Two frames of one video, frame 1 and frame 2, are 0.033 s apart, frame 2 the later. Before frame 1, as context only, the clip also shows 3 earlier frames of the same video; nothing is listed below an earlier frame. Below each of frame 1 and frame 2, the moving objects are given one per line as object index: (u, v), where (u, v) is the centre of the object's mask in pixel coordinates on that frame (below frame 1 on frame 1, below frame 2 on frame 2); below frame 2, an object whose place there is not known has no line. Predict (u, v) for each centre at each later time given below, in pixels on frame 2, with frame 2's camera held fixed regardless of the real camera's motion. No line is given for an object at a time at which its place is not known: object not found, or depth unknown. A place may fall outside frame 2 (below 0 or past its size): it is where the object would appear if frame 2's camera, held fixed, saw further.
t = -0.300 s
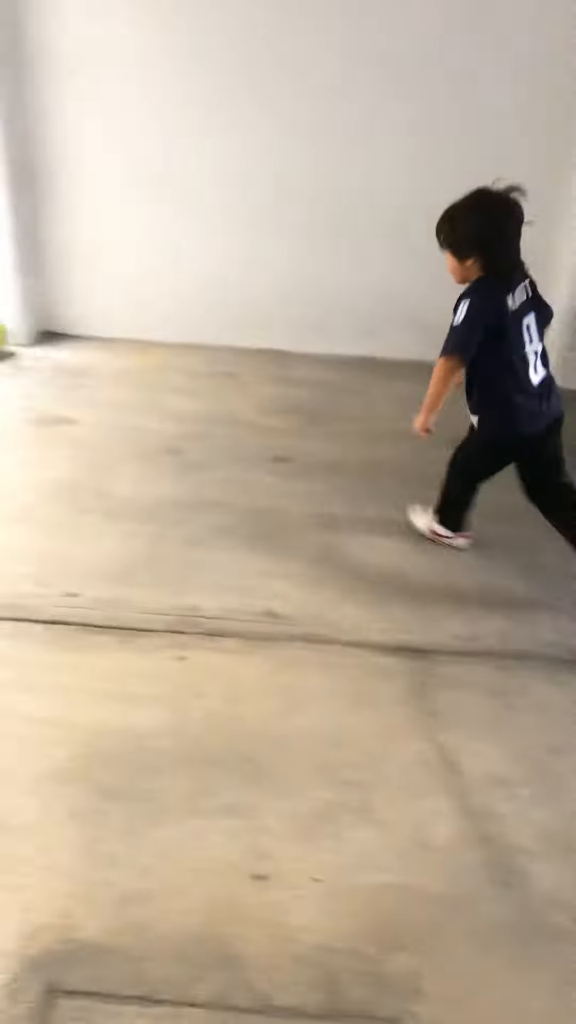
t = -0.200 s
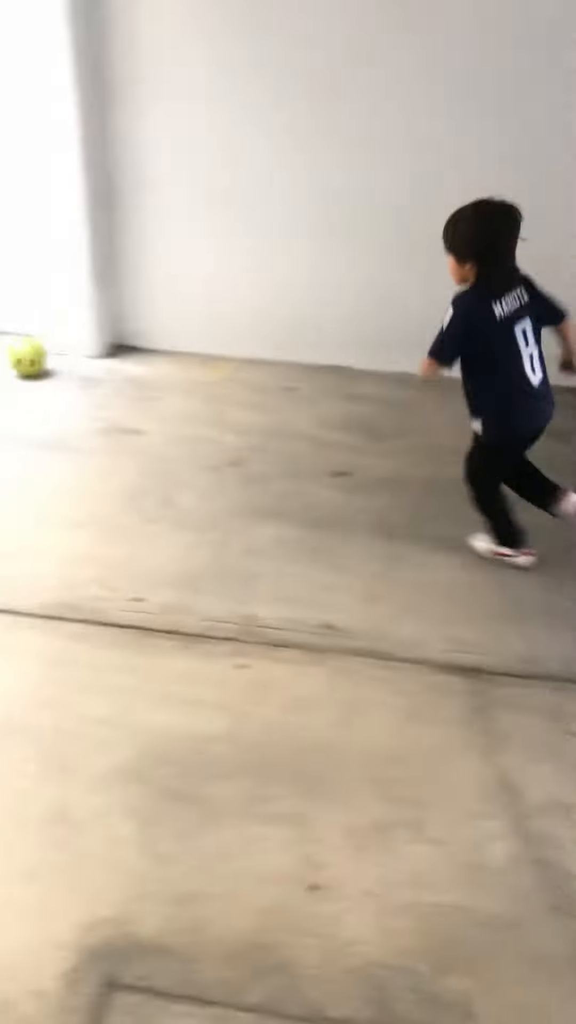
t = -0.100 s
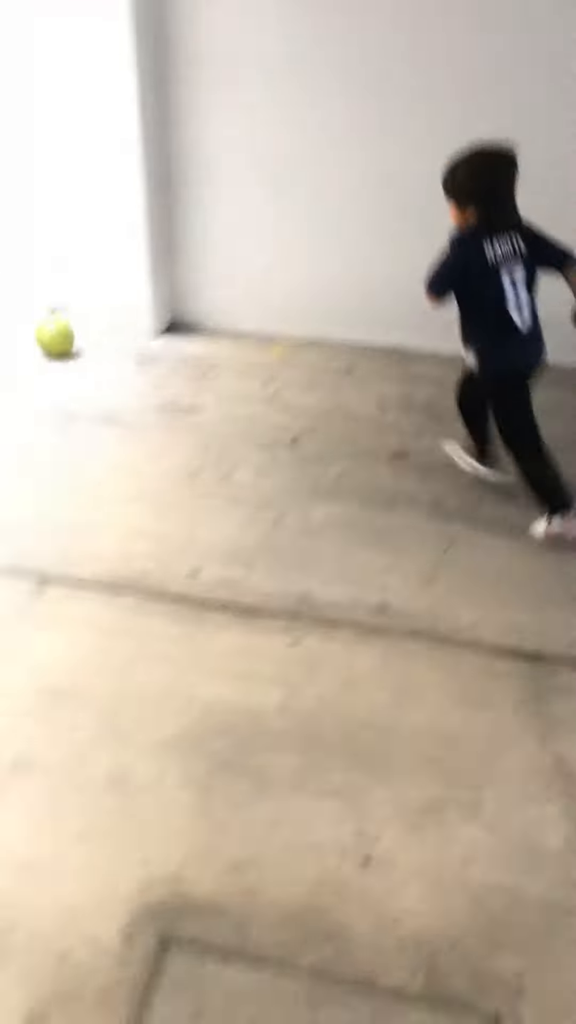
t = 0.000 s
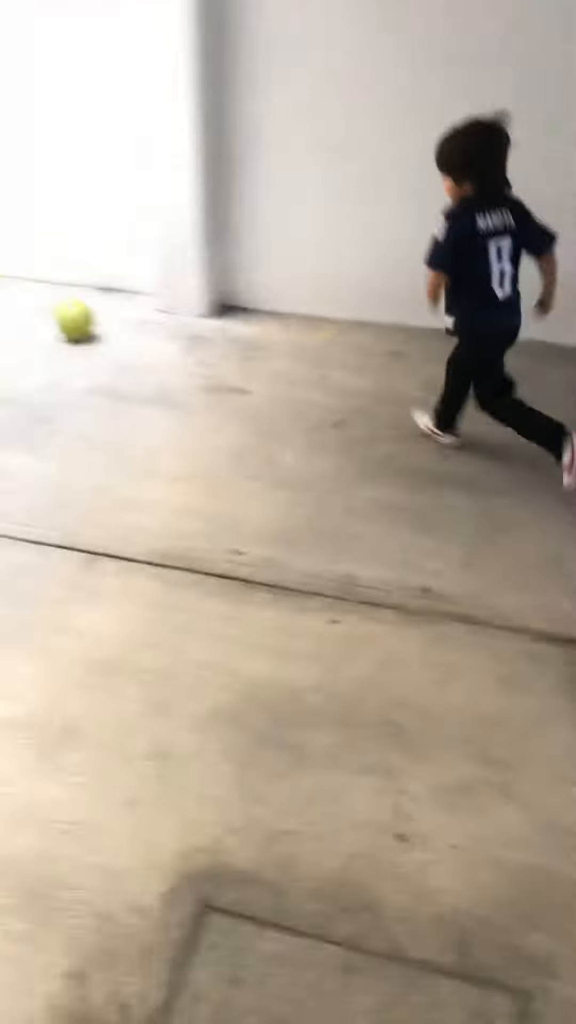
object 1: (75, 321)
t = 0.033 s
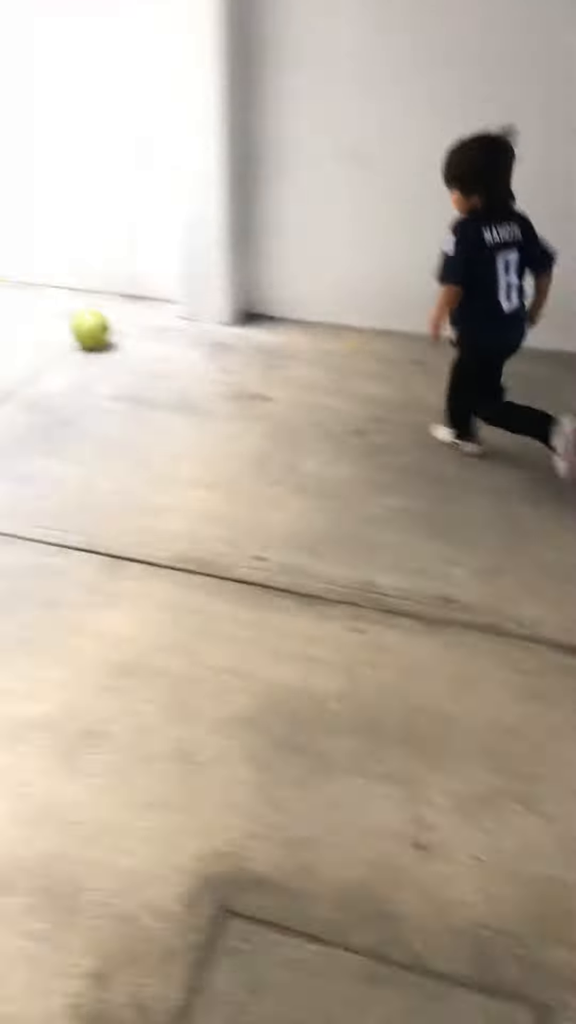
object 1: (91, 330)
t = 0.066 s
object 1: (80, 331)
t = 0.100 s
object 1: (68, 331)
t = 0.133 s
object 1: (59, 332)
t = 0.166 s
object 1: (50, 336)
